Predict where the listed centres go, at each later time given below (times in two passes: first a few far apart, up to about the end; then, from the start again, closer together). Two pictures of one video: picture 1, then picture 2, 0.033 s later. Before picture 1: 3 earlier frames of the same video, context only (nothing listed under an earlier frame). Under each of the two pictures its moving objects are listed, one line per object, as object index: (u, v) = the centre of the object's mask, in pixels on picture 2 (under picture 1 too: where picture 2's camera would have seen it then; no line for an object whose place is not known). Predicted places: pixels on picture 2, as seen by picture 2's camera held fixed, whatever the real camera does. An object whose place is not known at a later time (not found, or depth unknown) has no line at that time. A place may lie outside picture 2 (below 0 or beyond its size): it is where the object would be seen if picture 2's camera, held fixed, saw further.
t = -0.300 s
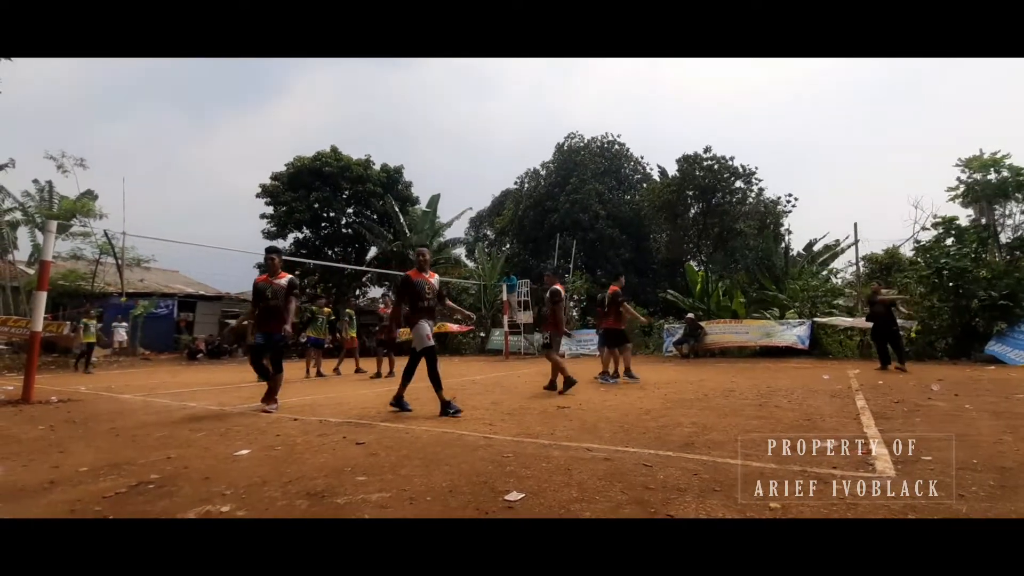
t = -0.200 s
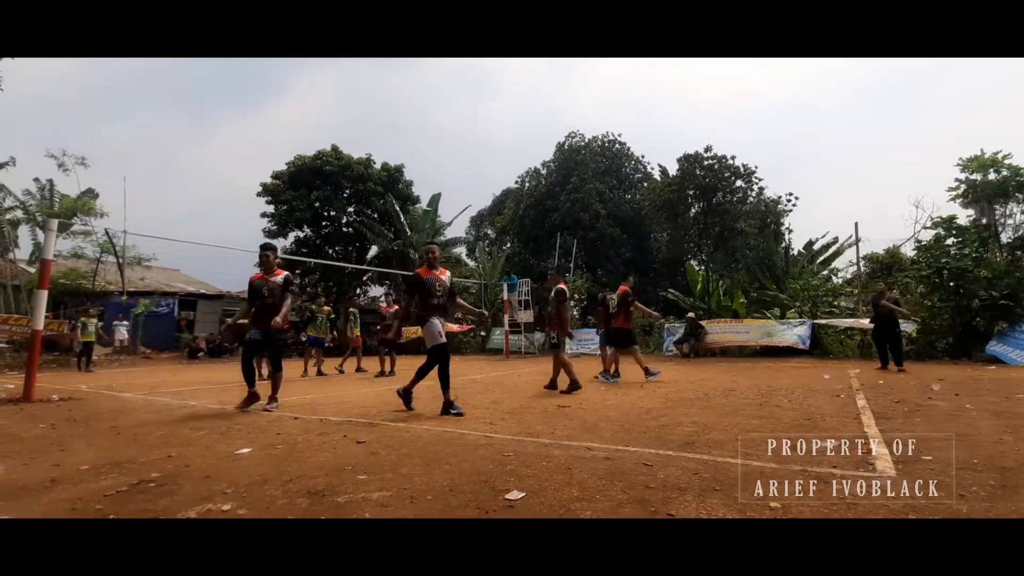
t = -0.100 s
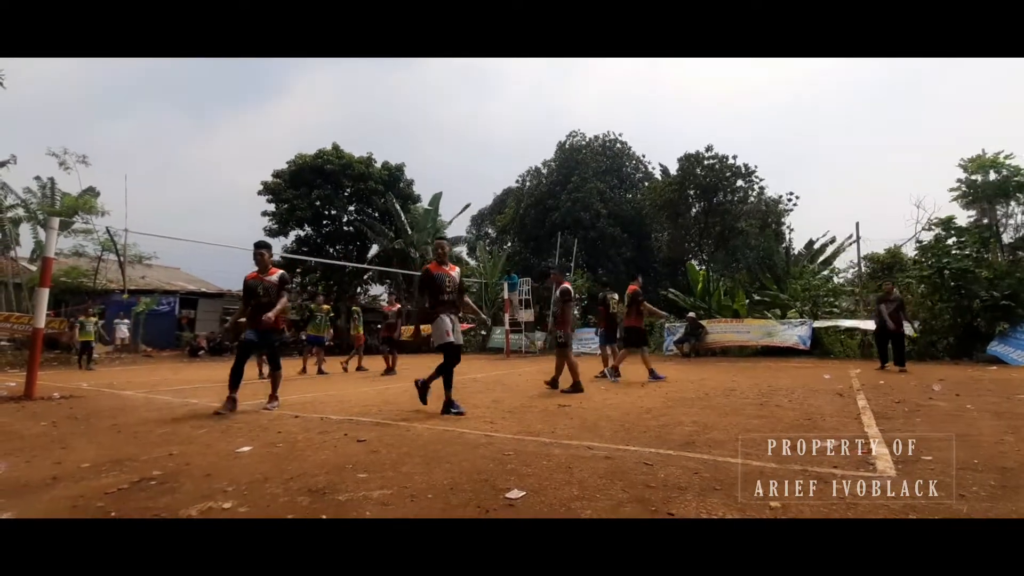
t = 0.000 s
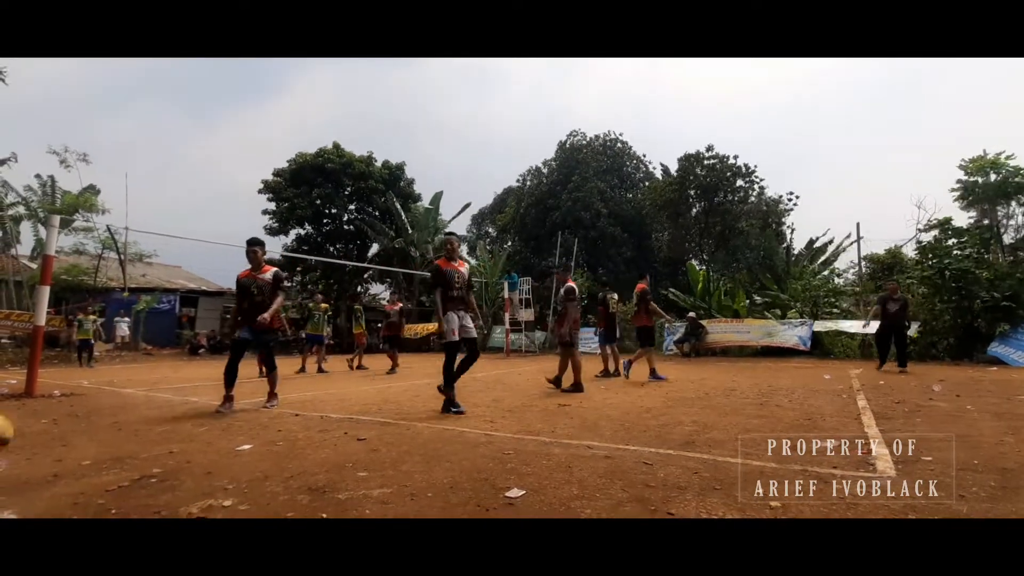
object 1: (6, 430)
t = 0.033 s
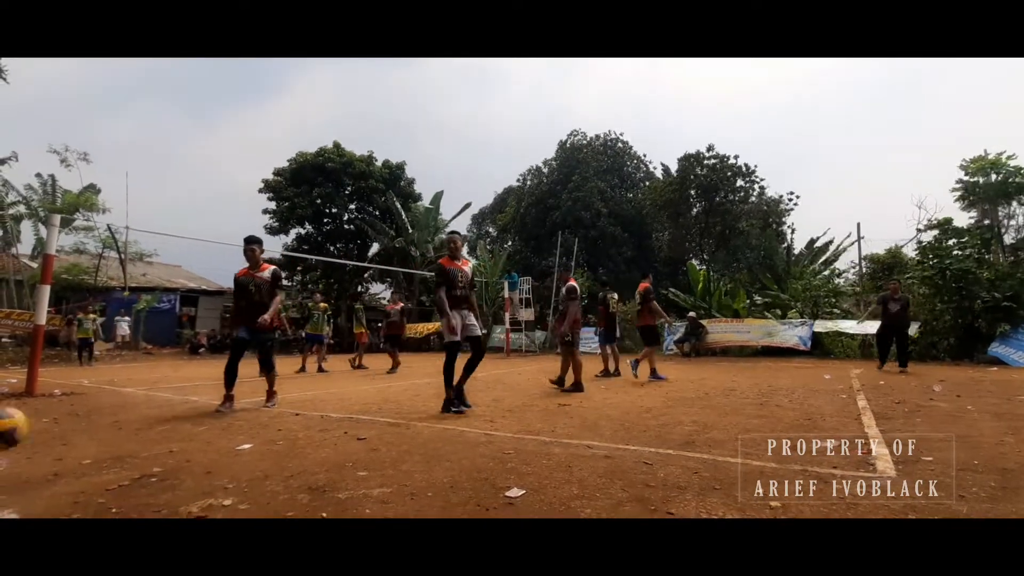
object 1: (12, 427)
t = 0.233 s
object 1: (83, 444)
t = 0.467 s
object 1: (173, 424)
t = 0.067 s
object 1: (19, 425)
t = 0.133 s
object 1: (41, 427)
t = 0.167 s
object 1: (56, 430)
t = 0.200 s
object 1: (69, 436)
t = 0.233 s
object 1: (83, 444)
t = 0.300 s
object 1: (109, 452)
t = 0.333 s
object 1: (123, 442)
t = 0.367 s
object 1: (136, 434)
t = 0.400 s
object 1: (148, 429)
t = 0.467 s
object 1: (173, 424)
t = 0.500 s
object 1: (185, 425)
